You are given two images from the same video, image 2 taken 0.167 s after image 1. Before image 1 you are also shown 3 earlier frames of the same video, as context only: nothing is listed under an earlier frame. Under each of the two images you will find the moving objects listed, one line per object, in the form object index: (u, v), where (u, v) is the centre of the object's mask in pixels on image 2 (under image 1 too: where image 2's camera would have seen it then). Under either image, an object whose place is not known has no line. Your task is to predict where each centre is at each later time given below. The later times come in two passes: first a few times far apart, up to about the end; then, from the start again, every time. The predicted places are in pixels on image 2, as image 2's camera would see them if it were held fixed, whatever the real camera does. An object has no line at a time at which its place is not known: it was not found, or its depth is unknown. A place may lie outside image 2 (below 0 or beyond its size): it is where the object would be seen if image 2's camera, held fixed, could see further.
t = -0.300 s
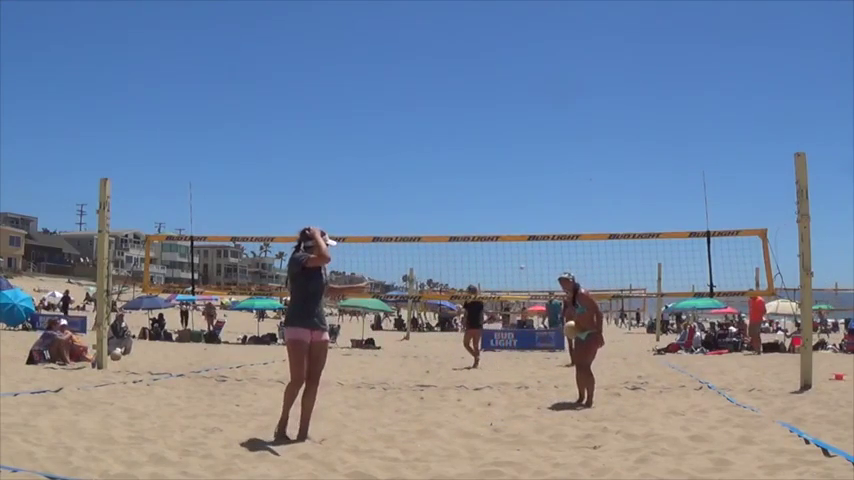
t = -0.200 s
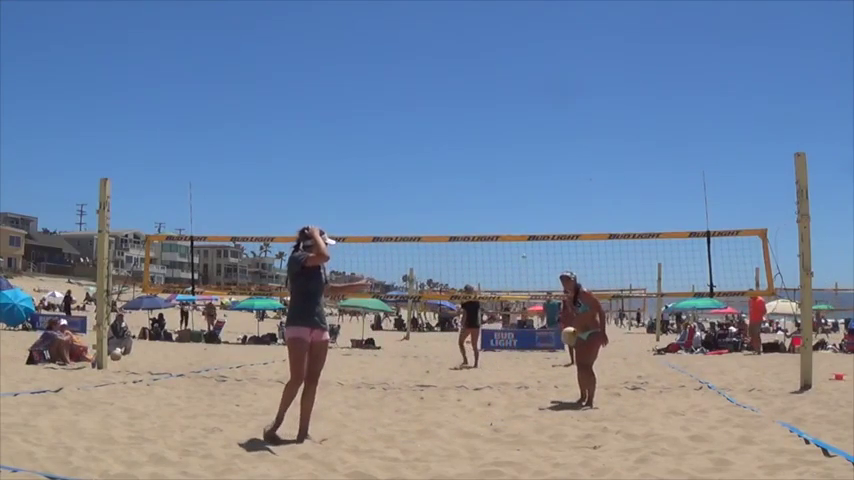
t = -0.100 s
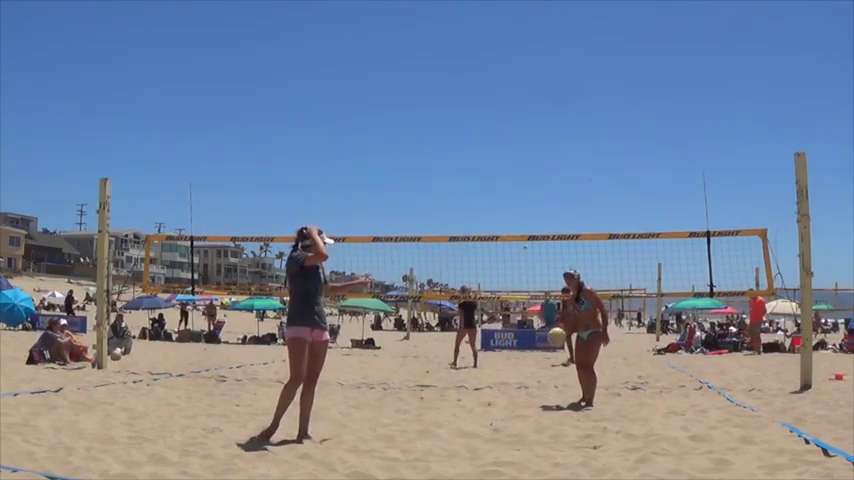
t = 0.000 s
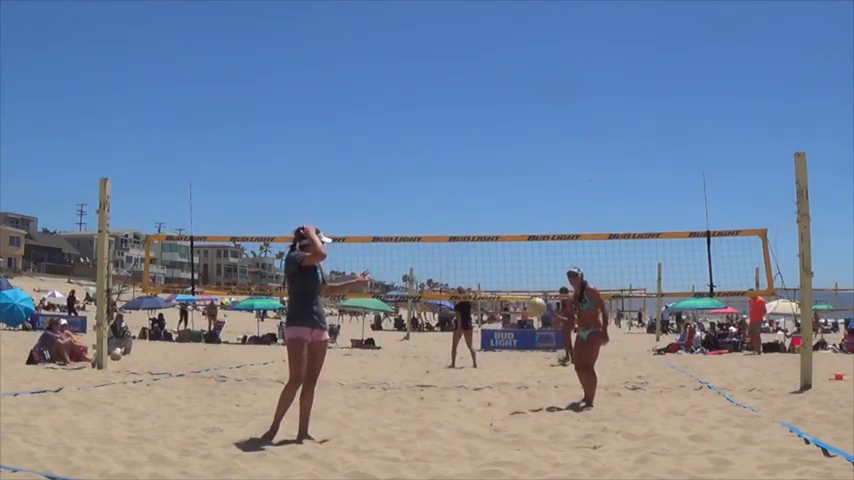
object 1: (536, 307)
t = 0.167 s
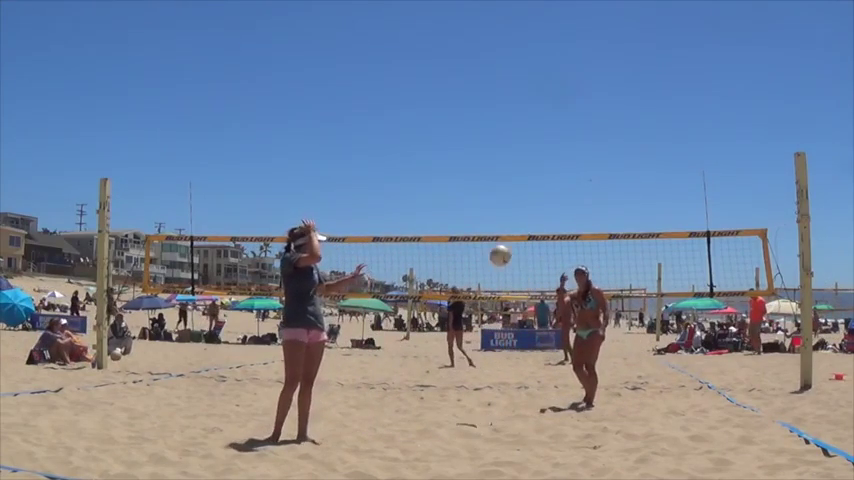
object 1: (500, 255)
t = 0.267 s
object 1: (474, 232)
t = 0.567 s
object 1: (380, 223)
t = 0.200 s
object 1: (492, 246)
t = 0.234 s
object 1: (484, 239)
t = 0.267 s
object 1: (474, 232)
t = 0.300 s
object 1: (465, 226)
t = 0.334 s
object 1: (456, 222)
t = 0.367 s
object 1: (446, 220)
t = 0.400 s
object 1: (437, 218)
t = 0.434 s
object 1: (426, 216)
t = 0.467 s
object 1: (415, 216)
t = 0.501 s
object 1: (405, 217)
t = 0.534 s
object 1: (393, 219)
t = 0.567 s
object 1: (380, 223)
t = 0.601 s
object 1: (368, 226)
